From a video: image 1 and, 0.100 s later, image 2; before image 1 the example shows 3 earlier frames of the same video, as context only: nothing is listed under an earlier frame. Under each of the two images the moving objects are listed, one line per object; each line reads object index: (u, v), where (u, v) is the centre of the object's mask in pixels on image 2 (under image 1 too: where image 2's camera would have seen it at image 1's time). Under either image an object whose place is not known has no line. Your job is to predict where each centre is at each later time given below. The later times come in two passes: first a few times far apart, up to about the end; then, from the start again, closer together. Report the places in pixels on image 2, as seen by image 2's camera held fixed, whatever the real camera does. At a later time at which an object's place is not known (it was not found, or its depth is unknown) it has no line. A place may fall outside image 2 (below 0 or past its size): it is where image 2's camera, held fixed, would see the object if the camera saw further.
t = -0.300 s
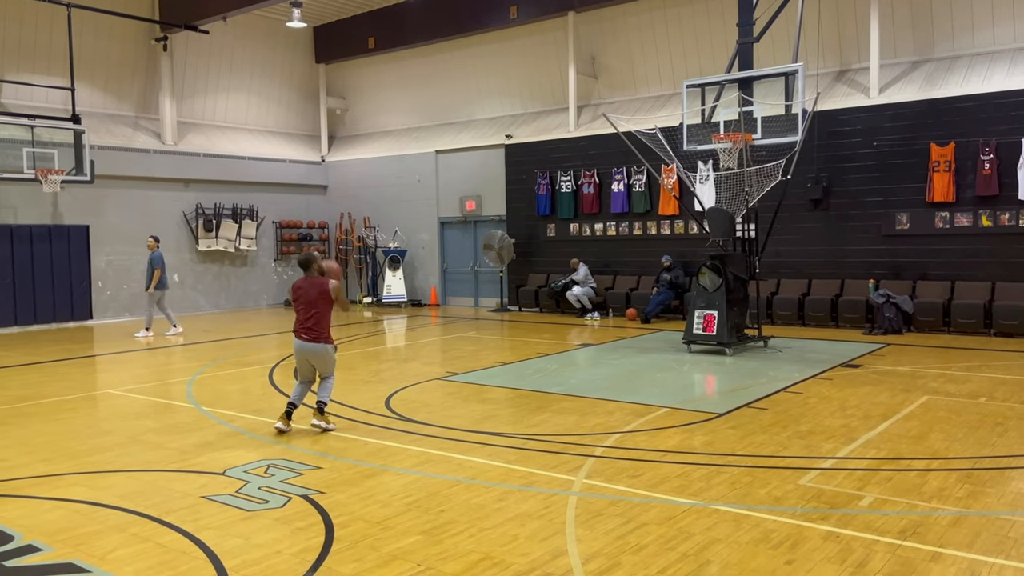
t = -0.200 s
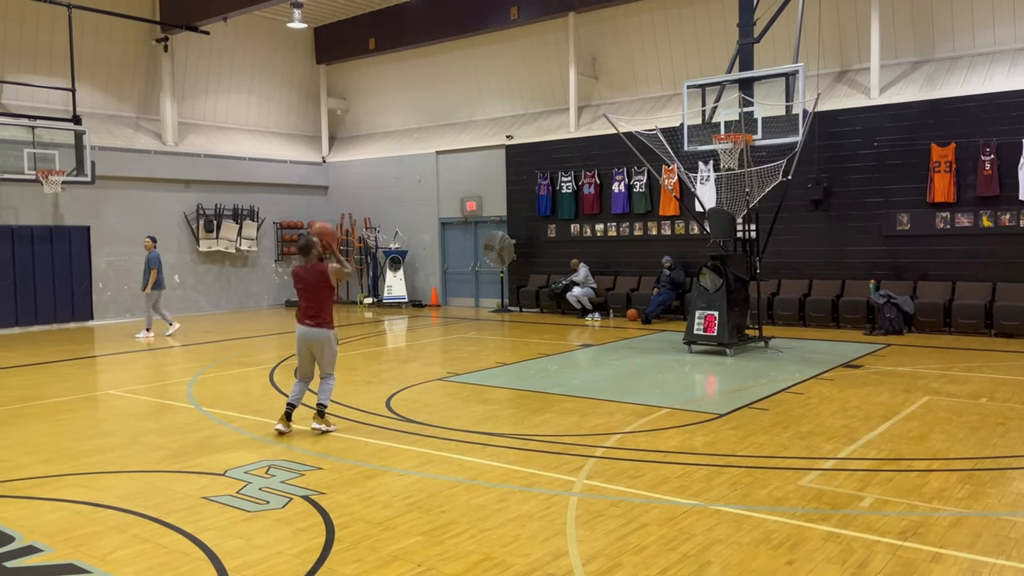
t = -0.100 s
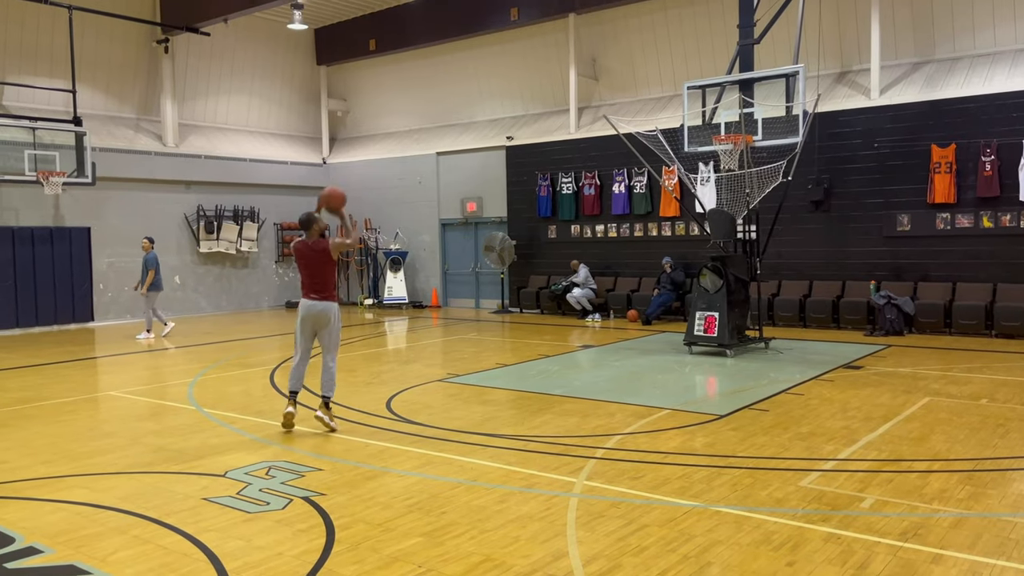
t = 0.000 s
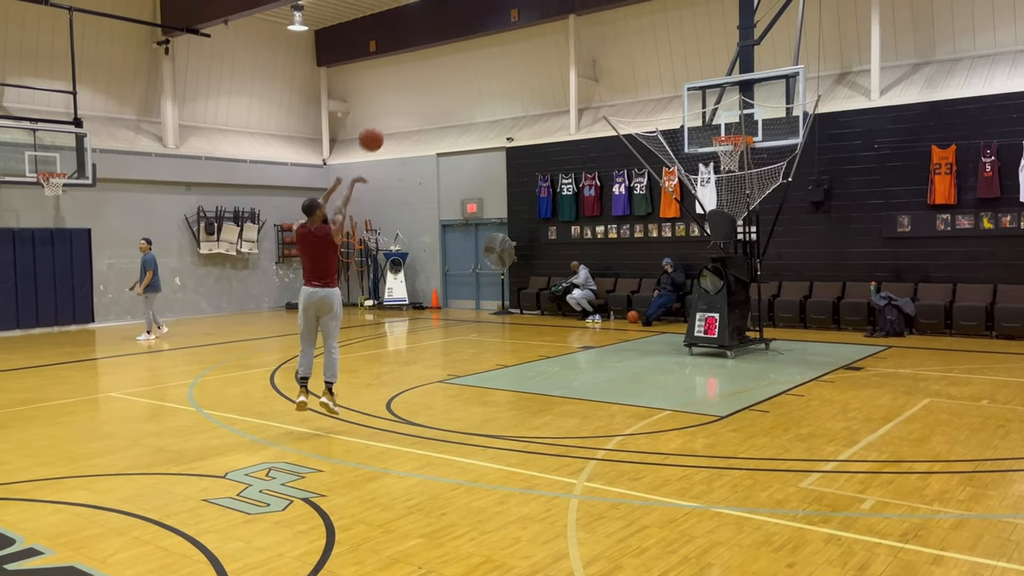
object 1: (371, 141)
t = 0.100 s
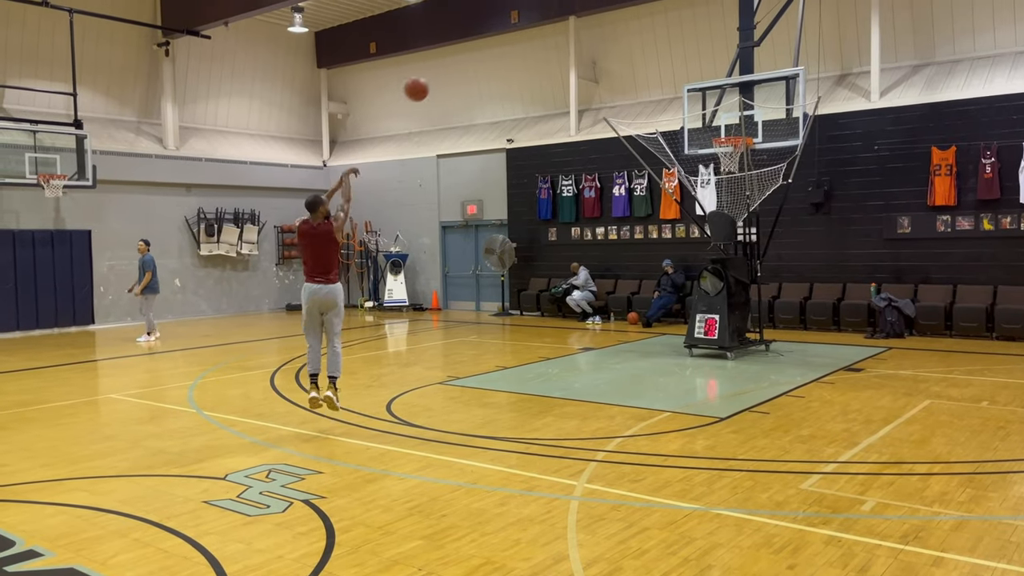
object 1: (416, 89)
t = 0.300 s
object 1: (497, 24)
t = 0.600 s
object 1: (596, 6)
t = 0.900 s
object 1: (677, 58)
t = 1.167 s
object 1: (740, 144)
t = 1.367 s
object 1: (731, 206)
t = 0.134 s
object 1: (431, 75)
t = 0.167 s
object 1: (445, 62)
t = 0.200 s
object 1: (459, 50)
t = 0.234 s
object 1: (472, 40)
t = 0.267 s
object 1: (485, 31)
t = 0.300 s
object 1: (497, 24)
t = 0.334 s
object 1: (509, 18)
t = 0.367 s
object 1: (521, 13)
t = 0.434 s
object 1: (544, 6)
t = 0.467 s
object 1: (555, 5)
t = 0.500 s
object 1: (566, 3)
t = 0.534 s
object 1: (576, 4)
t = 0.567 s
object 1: (586, 4)
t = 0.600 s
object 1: (596, 6)
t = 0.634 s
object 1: (606, 8)
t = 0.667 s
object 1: (616, 12)
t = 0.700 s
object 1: (625, 16)
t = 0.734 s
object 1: (634, 22)
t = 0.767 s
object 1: (643, 28)
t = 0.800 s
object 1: (652, 34)
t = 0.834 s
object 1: (660, 42)
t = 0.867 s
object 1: (668, 49)
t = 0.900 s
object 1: (677, 58)
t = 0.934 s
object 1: (684, 67)
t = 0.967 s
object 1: (692, 77)
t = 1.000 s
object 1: (700, 87)
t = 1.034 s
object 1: (707, 98)
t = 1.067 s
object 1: (714, 110)
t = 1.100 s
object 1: (722, 121)
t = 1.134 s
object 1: (727, 131)
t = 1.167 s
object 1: (740, 144)
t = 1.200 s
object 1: (737, 156)
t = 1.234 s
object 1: (733, 166)
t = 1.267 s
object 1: (733, 175)
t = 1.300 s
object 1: (733, 185)
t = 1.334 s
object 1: (732, 195)
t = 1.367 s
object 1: (731, 206)
